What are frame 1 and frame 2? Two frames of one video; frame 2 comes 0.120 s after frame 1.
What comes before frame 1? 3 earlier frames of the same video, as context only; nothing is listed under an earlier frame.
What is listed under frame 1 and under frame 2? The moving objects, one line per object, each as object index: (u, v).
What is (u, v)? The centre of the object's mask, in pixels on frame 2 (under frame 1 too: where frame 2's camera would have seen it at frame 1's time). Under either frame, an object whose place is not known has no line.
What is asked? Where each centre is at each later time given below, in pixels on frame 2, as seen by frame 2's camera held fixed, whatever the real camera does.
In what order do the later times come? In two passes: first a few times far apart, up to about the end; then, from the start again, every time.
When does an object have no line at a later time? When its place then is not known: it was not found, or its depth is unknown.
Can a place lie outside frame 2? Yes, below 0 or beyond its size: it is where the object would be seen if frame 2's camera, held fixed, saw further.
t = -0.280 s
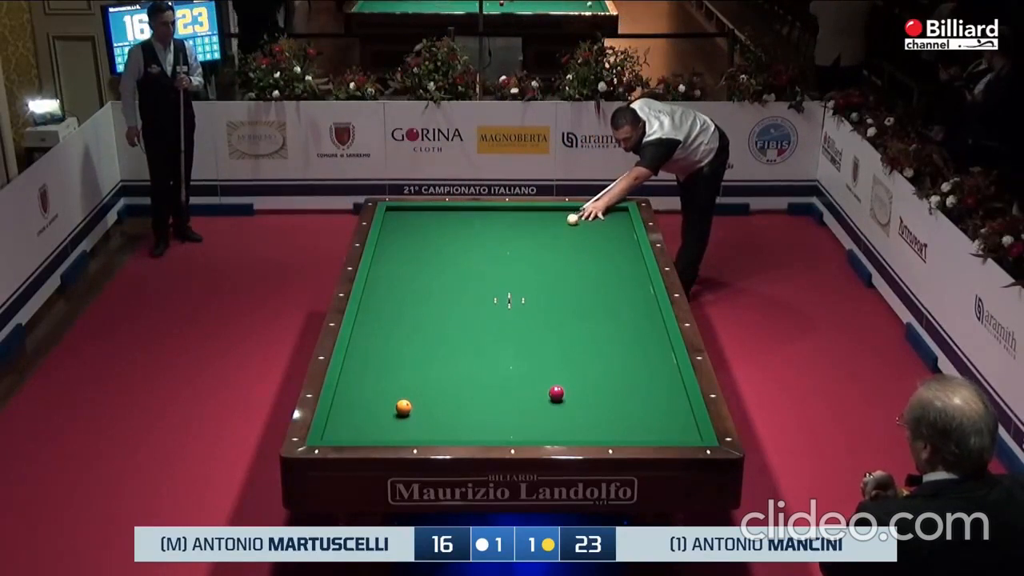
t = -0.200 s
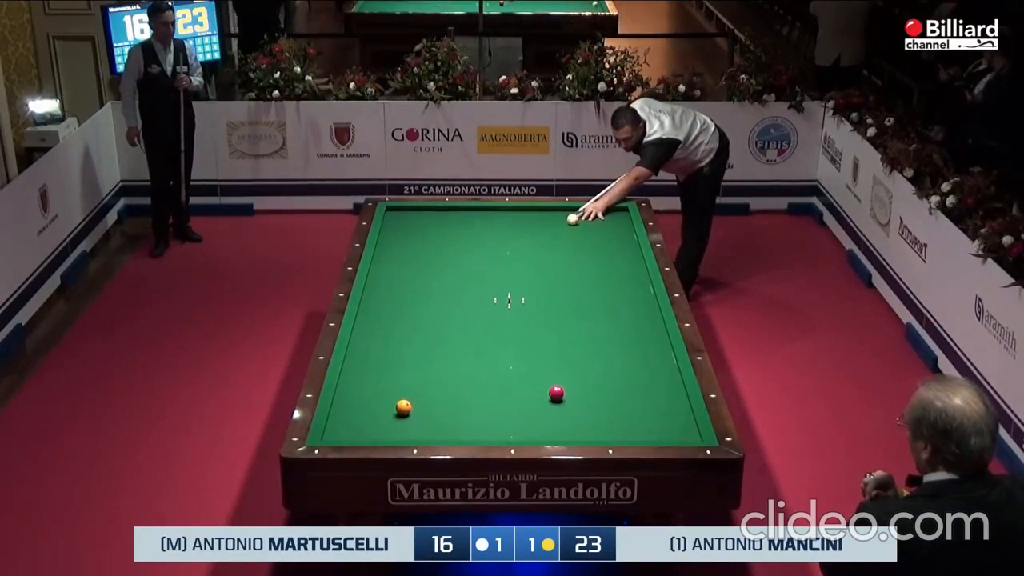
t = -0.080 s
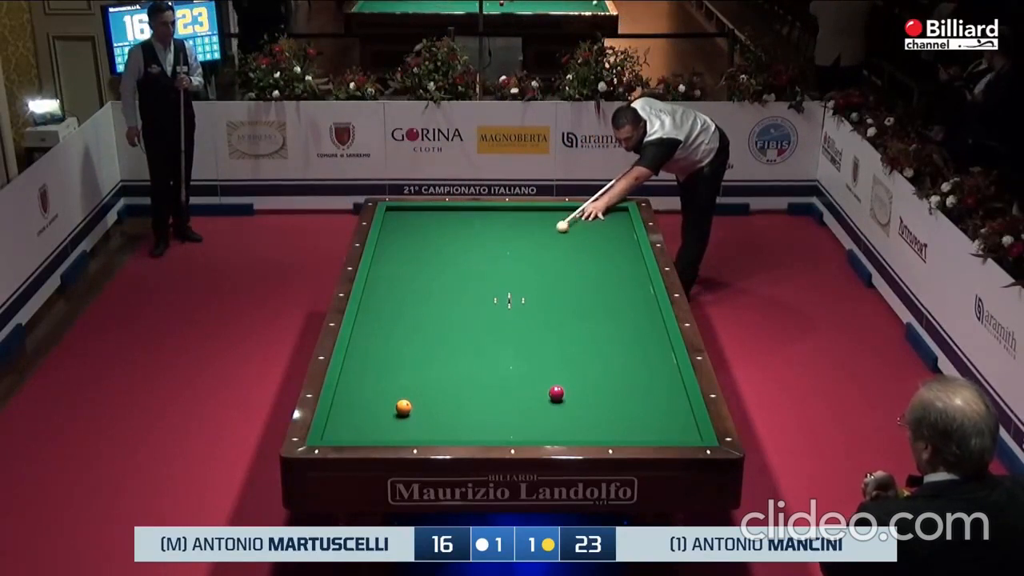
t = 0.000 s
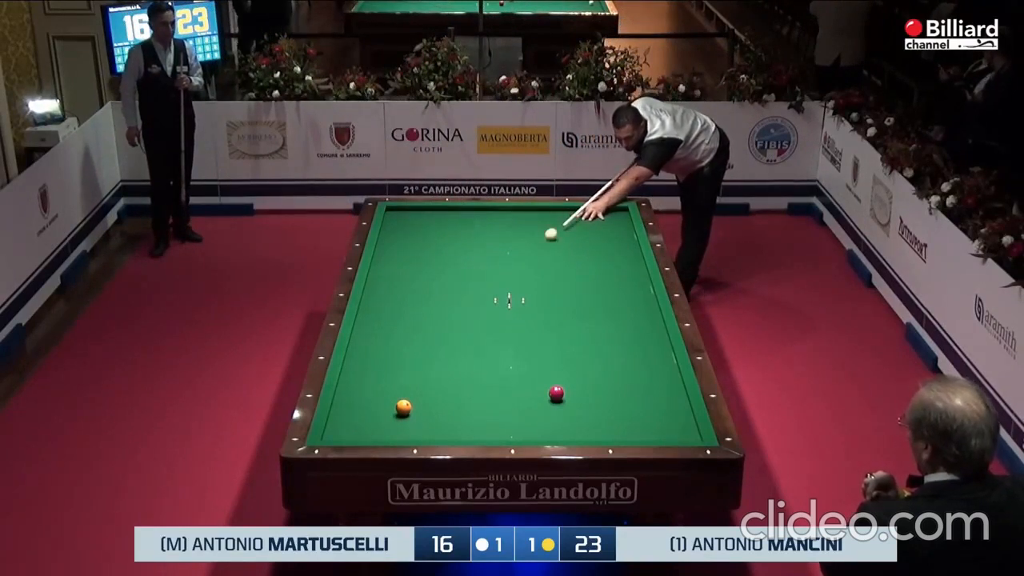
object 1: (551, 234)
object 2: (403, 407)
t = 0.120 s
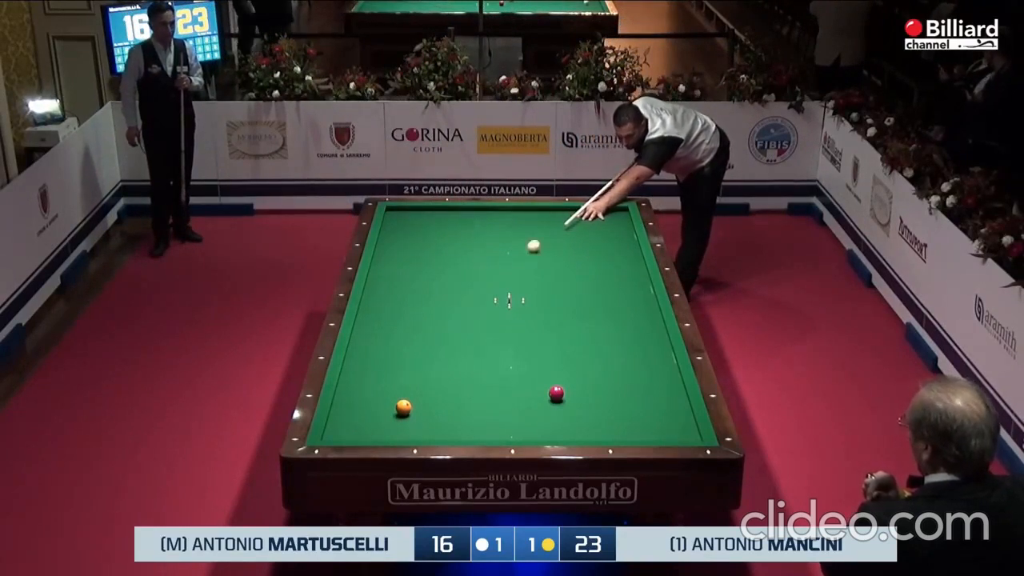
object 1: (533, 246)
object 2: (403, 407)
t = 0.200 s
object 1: (521, 254)
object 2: (403, 407)
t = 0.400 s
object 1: (489, 276)
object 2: (403, 408)
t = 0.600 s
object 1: (454, 300)
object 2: (403, 407)
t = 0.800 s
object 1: (415, 327)
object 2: (403, 408)
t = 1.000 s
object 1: (372, 357)
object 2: (403, 407)
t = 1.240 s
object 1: (360, 393)
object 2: (403, 407)
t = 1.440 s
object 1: (375, 423)
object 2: (403, 407)
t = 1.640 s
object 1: (390, 428)
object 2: (403, 407)
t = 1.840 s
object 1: (400, 414)
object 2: (408, 401)
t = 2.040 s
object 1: (404, 411)
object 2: (416, 390)
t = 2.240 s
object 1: (409, 408)
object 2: (423, 381)
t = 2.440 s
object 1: (413, 405)
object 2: (430, 371)
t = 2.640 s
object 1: (416, 403)
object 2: (436, 362)
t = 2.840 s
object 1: (419, 400)
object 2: (442, 354)
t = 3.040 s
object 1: (422, 398)
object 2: (448, 346)
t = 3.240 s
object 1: (425, 396)
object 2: (454, 338)
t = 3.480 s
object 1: (427, 395)
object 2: (461, 330)
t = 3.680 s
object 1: (429, 393)
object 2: (466, 323)
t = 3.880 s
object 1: (431, 392)
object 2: (470, 317)
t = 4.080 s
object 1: (433, 391)
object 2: (475, 311)
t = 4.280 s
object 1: (434, 390)
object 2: (480, 305)
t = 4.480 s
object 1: (435, 389)
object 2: (484, 299)
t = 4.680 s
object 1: (436, 388)
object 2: (488, 294)
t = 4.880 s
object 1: (436, 388)
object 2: (492, 289)
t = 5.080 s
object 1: (437, 388)
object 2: (496, 285)
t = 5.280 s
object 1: (437, 387)
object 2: (499, 280)
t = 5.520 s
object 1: (438, 387)
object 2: (503, 275)
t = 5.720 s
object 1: (438, 387)
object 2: (506, 271)
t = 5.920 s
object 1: (437, 387)
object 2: (509, 267)
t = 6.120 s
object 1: (438, 387)
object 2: (512, 263)
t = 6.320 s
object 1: (438, 387)
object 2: (515, 259)
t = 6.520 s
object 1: (438, 387)
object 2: (518, 256)
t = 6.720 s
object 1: (438, 387)
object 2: (521, 253)
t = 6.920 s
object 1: (438, 387)
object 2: (523, 250)
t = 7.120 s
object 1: (438, 387)
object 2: (526, 247)
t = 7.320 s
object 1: (438, 387)
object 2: (528, 244)
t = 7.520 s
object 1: (438, 387)
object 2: (530, 241)
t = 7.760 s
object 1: (438, 387)
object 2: (532, 238)
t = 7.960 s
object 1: (438, 387)
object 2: (534, 236)
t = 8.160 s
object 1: (438, 387)
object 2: (536, 234)
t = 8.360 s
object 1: (438, 387)
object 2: (537, 232)
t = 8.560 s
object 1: (438, 387)
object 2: (538, 230)
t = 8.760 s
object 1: (438, 387)
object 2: (540, 228)
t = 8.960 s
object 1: (438, 386)
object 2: (541, 226)
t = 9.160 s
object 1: (438, 386)
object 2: (543, 224)
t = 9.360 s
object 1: (438, 387)
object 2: (544, 223)
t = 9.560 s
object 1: (438, 387)
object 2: (545, 221)
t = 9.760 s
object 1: (438, 387)
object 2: (546, 220)
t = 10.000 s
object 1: (438, 387)
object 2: (547, 218)
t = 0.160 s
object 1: (527, 250)
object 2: (403, 408)
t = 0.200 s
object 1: (521, 254)
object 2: (403, 407)
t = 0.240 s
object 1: (515, 258)
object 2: (403, 407)
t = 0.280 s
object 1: (509, 263)
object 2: (403, 408)
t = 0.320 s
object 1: (502, 267)
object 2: (403, 407)
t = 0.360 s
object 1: (495, 272)
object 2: (403, 407)
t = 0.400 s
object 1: (489, 276)
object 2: (403, 408)
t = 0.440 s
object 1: (482, 281)
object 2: (403, 407)
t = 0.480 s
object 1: (475, 286)
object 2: (403, 407)
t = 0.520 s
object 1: (468, 291)
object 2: (403, 407)
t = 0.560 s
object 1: (461, 296)
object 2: (403, 407)
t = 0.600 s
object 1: (454, 300)
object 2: (403, 407)
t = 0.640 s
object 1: (446, 306)
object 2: (403, 407)
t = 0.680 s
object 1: (439, 311)
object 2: (403, 408)
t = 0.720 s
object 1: (431, 316)
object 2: (403, 408)
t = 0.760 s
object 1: (423, 322)
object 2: (403, 408)
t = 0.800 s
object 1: (415, 327)
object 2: (403, 408)
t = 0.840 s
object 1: (407, 333)
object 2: (403, 407)
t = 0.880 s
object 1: (399, 339)
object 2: (403, 408)
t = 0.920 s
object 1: (390, 345)
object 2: (403, 408)
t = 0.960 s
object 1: (381, 351)
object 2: (403, 408)
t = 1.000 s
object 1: (372, 357)
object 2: (403, 407)
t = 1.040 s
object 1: (364, 363)
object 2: (403, 408)
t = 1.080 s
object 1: (354, 370)
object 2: (403, 408)
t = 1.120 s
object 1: (346, 376)
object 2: (403, 408)
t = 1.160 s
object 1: (351, 382)
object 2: (403, 408)
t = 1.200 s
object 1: (356, 387)
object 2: (403, 407)
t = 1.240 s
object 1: (360, 393)
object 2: (403, 407)
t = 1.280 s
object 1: (363, 398)
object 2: (403, 407)
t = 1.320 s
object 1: (366, 404)
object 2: (403, 407)
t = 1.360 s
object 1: (369, 410)
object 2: (403, 407)
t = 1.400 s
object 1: (372, 416)
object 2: (403, 407)
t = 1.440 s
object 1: (375, 423)
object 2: (403, 407)
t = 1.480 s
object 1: (378, 429)
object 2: (403, 407)
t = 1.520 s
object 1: (381, 433)
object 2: (403, 407)
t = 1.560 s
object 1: (384, 435)
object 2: (403, 408)
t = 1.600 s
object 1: (387, 432)
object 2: (403, 407)
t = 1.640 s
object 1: (390, 428)
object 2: (403, 407)
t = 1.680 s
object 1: (393, 423)
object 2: (404, 407)
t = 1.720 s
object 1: (396, 419)
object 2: (404, 406)
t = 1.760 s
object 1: (399, 415)
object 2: (405, 405)
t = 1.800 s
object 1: (399, 415)
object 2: (407, 403)
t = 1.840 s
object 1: (400, 414)
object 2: (408, 401)
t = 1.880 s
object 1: (401, 414)
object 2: (410, 399)
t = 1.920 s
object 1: (402, 413)
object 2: (411, 396)
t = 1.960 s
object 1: (403, 413)
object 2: (413, 395)
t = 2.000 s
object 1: (404, 412)
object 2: (414, 393)
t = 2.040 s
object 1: (404, 411)
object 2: (416, 390)
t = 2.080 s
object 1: (405, 410)
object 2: (417, 388)
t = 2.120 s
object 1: (406, 410)
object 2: (419, 386)
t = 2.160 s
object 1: (407, 409)
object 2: (420, 384)
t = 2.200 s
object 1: (408, 409)
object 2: (421, 382)
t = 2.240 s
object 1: (409, 408)
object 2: (423, 381)
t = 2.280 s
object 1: (410, 408)
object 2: (424, 379)
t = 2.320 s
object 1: (410, 407)
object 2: (426, 377)
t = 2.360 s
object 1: (411, 407)
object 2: (427, 375)
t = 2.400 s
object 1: (412, 406)
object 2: (429, 373)
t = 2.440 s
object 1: (413, 405)
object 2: (430, 371)
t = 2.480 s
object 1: (413, 405)
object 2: (431, 369)
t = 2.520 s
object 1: (414, 404)
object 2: (432, 368)
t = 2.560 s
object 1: (415, 404)
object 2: (434, 366)
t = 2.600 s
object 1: (415, 403)
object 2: (435, 364)
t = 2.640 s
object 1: (416, 403)
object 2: (436, 362)
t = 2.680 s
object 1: (417, 402)
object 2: (437, 361)
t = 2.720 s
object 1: (417, 402)
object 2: (439, 359)
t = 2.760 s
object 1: (418, 401)
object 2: (440, 357)
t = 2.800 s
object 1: (419, 401)
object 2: (441, 355)
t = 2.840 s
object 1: (419, 400)
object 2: (442, 354)
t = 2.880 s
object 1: (420, 400)
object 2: (444, 352)
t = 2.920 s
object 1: (420, 400)
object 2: (445, 351)
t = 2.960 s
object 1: (421, 399)
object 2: (446, 349)
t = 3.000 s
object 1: (421, 399)
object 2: (447, 348)
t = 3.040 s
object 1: (422, 398)
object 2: (448, 346)
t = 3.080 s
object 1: (423, 398)
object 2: (450, 344)
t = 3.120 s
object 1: (423, 398)
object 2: (451, 343)
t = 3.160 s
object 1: (424, 397)
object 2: (452, 341)
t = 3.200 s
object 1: (424, 397)
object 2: (453, 340)
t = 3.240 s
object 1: (425, 396)
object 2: (454, 338)
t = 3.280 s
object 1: (425, 396)
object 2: (455, 337)
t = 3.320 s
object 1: (425, 396)
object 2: (456, 335)
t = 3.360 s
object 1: (426, 396)
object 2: (457, 334)
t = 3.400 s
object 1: (426, 395)
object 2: (458, 333)
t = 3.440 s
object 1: (427, 395)
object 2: (459, 331)
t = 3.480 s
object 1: (427, 395)
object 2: (461, 330)
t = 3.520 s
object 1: (427, 394)
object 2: (462, 328)
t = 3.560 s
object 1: (428, 394)
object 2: (463, 327)
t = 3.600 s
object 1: (428, 394)
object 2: (464, 326)
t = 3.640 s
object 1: (429, 394)
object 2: (465, 324)
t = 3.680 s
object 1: (429, 393)
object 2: (466, 323)
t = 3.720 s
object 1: (430, 393)
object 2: (467, 322)
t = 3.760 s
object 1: (430, 392)
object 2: (468, 321)
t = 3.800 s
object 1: (430, 392)
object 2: (469, 319)
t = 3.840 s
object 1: (431, 392)
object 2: (469, 318)
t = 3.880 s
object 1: (431, 392)
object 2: (470, 317)
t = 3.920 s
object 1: (431, 392)
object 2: (471, 316)
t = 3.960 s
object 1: (432, 391)
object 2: (472, 314)
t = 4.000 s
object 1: (432, 391)
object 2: (473, 313)
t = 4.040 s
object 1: (432, 391)
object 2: (474, 312)
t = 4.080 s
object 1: (433, 391)
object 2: (475, 311)
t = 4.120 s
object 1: (433, 391)
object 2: (476, 310)
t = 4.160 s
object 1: (433, 390)
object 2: (477, 309)
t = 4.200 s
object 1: (433, 390)
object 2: (478, 307)
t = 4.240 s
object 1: (434, 390)
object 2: (479, 306)
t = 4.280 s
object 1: (434, 390)
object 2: (480, 305)
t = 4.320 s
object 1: (434, 390)
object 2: (480, 304)
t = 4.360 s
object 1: (435, 389)
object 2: (481, 303)
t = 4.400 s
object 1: (435, 389)
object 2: (482, 302)
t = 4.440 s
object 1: (435, 389)
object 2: (483, 301)
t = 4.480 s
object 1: (435, 389)
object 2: (484, 299)
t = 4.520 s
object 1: (435, 389)
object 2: (485, 298)
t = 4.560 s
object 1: (435, 388)
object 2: (486, 297)
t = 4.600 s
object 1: (435, 388)
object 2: (486, 296)
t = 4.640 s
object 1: (436, 388)
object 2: (487, 295)
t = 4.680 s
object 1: (436, 388)
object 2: (488, 294)
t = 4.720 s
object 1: (436, 388)
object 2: (489, 293)
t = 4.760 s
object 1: (436, 388)
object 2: (490, 292)
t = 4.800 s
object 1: (436, 387)
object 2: (490, 291)
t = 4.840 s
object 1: (436, 387)
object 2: (491, 290)
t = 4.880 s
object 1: (436, 388)
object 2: (492, 289)
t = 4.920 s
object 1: (437, 388)
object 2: (493, 288)
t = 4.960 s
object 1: (437, 388)
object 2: (494, 288)
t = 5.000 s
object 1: (437, 388)
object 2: (494, 286)
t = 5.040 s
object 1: (437, 387)
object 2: (495, 285)
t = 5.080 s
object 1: (437, 388)
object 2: (496, 285)
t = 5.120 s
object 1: (437, 388)
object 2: (496, 284)
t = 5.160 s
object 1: (437, 388)
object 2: (497, 283)
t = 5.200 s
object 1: (437, 387)
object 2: (498, 282)
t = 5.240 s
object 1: (437, 387)
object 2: (498, 281)
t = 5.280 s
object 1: (437, 387)
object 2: (499, 280)
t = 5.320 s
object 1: (437, 387)
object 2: (500, 279)
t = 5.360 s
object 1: (437, 387)
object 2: (500, 278)
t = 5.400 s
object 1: (437, 387)
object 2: (501, 277)
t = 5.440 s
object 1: (437, 387)
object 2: (502, 277)
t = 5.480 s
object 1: (437, 387)
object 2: (503, 276)
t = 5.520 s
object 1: (438, 387)
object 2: (503, 275)
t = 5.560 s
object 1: (437, 387)
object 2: (504, 274)
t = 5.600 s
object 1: (438, 387)
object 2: (504, 273)
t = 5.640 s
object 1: (438, 387)
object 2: (505, 273)
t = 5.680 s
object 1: (437, 387)
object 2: (506, 272)
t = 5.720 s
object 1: (438, 387)
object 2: (506, 271)
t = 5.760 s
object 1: (438, 387)
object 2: (507, 270)
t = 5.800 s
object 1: (438, 387)
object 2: (508, 269)
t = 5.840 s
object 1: (438, 387)
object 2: (508, 268)
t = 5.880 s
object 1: (437, 387)
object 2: (509, 268)
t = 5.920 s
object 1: (437, 387)
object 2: (509, 267)
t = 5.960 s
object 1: (437, 387)
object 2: (510, 266)
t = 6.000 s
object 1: (438, 387)
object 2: (511, 265)
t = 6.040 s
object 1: (438, 387)
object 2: (511, 265)
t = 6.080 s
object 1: (437, 387)
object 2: (512, 264)
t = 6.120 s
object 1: (438, 387)
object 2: (512, 263)
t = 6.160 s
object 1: (438, 387)
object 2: (513, 262)
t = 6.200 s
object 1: (438, 387)
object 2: (514, 262)
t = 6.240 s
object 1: (438, 387)
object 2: (514, 261)
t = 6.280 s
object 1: (437, 387)
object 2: (515, 260)
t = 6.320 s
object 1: (438, 387)
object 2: (515, 259)
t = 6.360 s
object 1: (437, 387)
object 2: (516, 259)
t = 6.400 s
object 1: (438, 387)
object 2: (516, 258)
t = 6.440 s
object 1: (438, 387)
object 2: (517, 257)
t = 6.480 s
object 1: (437, 387)
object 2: (518, 257)
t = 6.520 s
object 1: (438, 387)
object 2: (518, 256)
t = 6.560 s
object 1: (437, 387)
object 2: (519, 255)
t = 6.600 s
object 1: (438, 387)
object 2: (519, 255)
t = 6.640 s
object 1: (438, 387)
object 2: (519, 254)
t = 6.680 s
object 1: (438, 387)
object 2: (520, 254)
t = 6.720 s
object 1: (438, 387)
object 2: (521, 253)
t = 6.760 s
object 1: (438, 387)
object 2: (521, 252)
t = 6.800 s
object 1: (437, 387)
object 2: (522, 252)
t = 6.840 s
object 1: (438, 387)
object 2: (522, 251)
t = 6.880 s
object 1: (438, 386)
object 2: (523, 250)
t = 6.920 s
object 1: (438, 387)
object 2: (523, 250)
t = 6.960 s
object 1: (438, 387)
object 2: (524, 249)
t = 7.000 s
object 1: (438, 386)
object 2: (524, 248)
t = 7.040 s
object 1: (438, 387)
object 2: (525, 248)
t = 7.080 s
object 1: (438, 387)
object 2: (525, 247)
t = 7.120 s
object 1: (438, 387)
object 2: (526, 247)
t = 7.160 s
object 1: (438, 387)
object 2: (526, 246)
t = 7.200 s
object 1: (438, 387)
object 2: (526, 246)
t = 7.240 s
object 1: (438, 387)
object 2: (527, 245)
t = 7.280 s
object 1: (438, 387)
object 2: (527, 244)
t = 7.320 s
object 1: (438, 387)
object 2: (528, 244)
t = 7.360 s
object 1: (438, 387)
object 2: (528, 243)
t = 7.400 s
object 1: (438, 387)
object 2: (528, 243)
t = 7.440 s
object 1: (438, 387)
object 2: (529, 242)
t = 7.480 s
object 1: (438, 387)
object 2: (529, 242)
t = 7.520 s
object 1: (438, 387)
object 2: (530, 241)
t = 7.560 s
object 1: (438, 387)
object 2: (530, 241)
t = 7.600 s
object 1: (438, 387)
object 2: (531, 240)
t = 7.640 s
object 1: (438, 387)
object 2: (531, 240)
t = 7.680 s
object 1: (438, 387)
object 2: (531, 239)
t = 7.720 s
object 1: (438, 387)
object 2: (531, 239)
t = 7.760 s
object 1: (438, 387)
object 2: (532, 238)
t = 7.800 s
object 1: (438, 387)
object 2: (532, 238)
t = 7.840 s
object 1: (437, 387)
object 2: (533, 237)
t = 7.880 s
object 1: (438, 387)
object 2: (533, 237)
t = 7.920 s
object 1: (438, 387)
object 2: (533, 237)
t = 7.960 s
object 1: (438, 387)
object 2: (534, 236)
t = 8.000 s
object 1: (438, 387)
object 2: (534, 235)
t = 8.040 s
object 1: (438, 387)
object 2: (535, 235)
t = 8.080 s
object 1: (438, 387)
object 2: (535, 235)
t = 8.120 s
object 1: (438, 387)
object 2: (535, 234)
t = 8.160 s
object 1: (438, 387)
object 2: (536, 234)
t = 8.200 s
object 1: (438, 387)
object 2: (536, 233)
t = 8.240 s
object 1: (438, 387)
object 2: (536, 233)
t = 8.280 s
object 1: (438, 387)
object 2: (536, 233)
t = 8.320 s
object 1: (438, 386)
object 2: (537, 232)
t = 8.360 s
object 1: (438, 387)
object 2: (537, 232)
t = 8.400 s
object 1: (438, 387)
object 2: (537, 231)
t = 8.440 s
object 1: (438, 387)
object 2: (538, 231)
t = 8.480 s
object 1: (438, 387)
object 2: (538, 231)
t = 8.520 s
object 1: (438, 387)
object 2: (538, 230)
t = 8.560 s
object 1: (438, 387)
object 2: (538, 230)
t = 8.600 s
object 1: (438, 387)
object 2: (539, 229)
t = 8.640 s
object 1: (438, 386)
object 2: (539, 229)
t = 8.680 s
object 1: (438, 387)
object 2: (539, 228)
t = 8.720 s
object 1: (438, 387)
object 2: (539, 228)
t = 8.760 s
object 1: (438, 387)
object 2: (540, 228)
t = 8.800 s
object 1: (438, 387)
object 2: (540, 227)
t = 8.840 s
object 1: (438, 386)
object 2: (540, 227)
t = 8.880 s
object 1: (438, 386)
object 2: (541, 227)
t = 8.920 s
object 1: (438, 387)
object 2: (541, 226)
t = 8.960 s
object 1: (438, 386)
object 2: (541, 226)
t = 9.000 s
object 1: (438, 387)
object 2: (541, 225)
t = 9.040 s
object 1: (438, 387)
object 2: (542, 225)
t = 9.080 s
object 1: (438, 386)
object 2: (542, 225)
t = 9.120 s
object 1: (438, 386)
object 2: (542, 225)
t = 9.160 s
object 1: (438, 386)
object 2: (543, 224)
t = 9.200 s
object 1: (438, 387)
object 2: (543, 224)
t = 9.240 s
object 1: (438, 387)
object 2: (543, 224)
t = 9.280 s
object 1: (438, 387)
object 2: (543, 224)
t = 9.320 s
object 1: (438, 386)
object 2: (544, 223)
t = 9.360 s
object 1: (438, 387)
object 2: (544, 223)
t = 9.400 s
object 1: (438, 387)
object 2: (544, 222)
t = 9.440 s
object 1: (438, 387)
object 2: (544, 222)
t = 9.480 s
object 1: (438, 387)
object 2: (545, 222)
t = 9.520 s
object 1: (438, 387)
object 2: (544, 221)
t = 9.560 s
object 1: (438, 387)
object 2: (545, 221)
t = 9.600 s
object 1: (438, 387)
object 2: (545, 221)
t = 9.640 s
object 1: (438, 387)
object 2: (545, 220)
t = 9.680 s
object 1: (437, 387)
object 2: (546, 220)
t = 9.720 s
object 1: (438, 387)
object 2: (546, 220)
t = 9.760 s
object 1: (438, 387)
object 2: (546, 220)
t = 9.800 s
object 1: (438, 387)
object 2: (546, 219)
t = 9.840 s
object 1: (438, 387)
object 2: (546, 219)
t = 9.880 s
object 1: (438, 387)
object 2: (546, 219)
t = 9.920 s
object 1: (438, 387)
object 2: (547, 219)
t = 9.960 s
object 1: (438, 386)
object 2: (547, 219)
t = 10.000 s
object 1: (438, 387)
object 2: (547, 218)
